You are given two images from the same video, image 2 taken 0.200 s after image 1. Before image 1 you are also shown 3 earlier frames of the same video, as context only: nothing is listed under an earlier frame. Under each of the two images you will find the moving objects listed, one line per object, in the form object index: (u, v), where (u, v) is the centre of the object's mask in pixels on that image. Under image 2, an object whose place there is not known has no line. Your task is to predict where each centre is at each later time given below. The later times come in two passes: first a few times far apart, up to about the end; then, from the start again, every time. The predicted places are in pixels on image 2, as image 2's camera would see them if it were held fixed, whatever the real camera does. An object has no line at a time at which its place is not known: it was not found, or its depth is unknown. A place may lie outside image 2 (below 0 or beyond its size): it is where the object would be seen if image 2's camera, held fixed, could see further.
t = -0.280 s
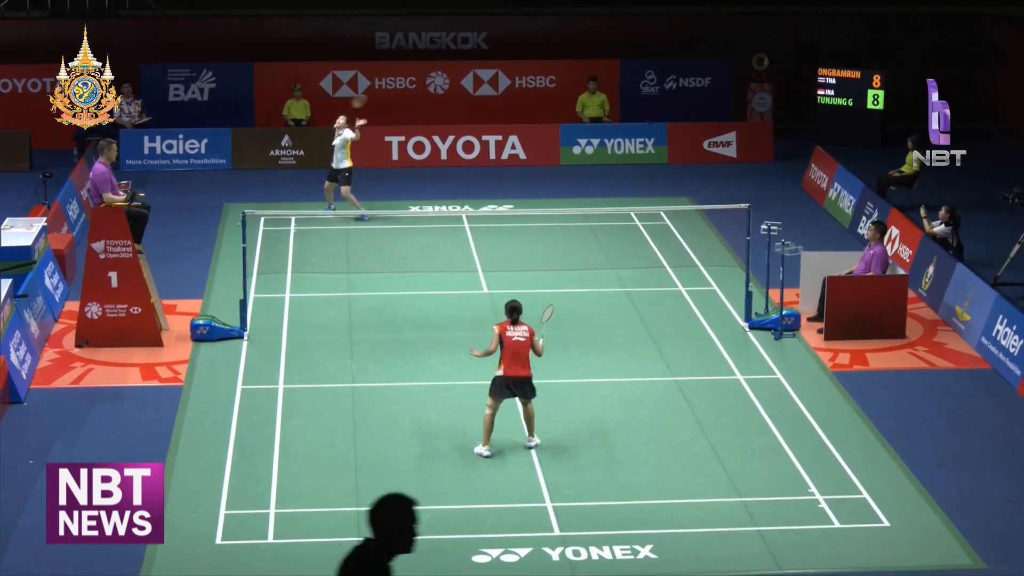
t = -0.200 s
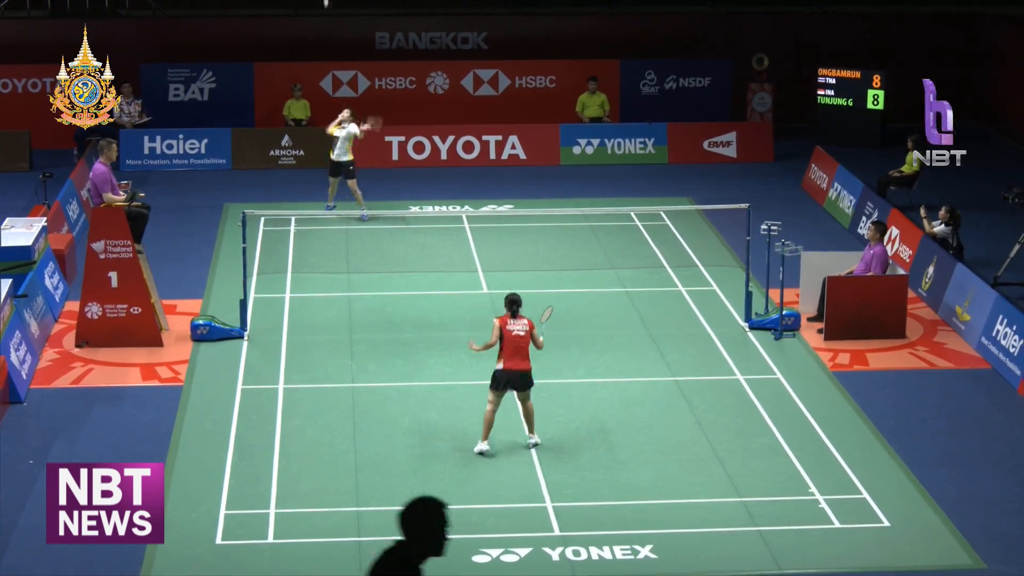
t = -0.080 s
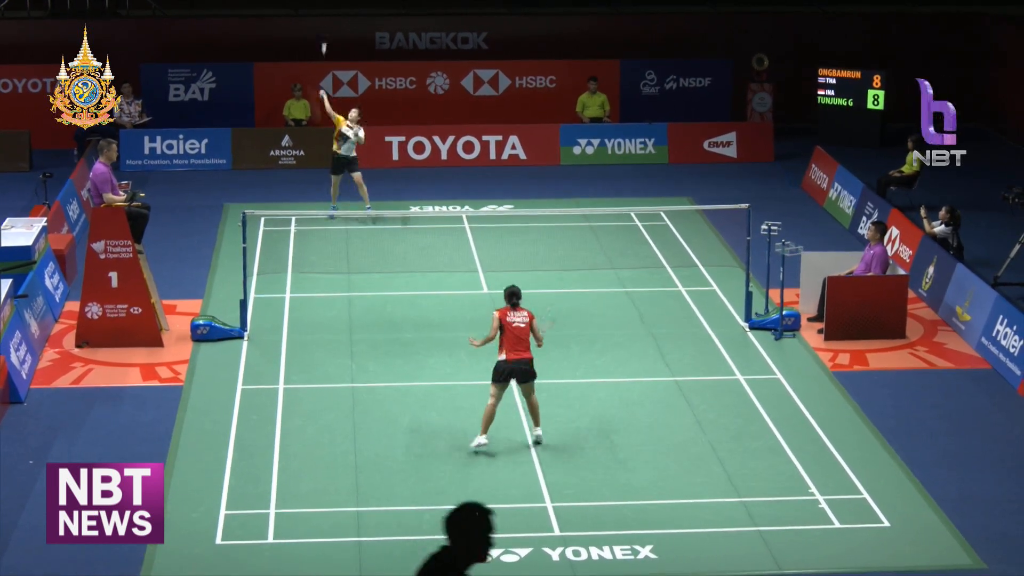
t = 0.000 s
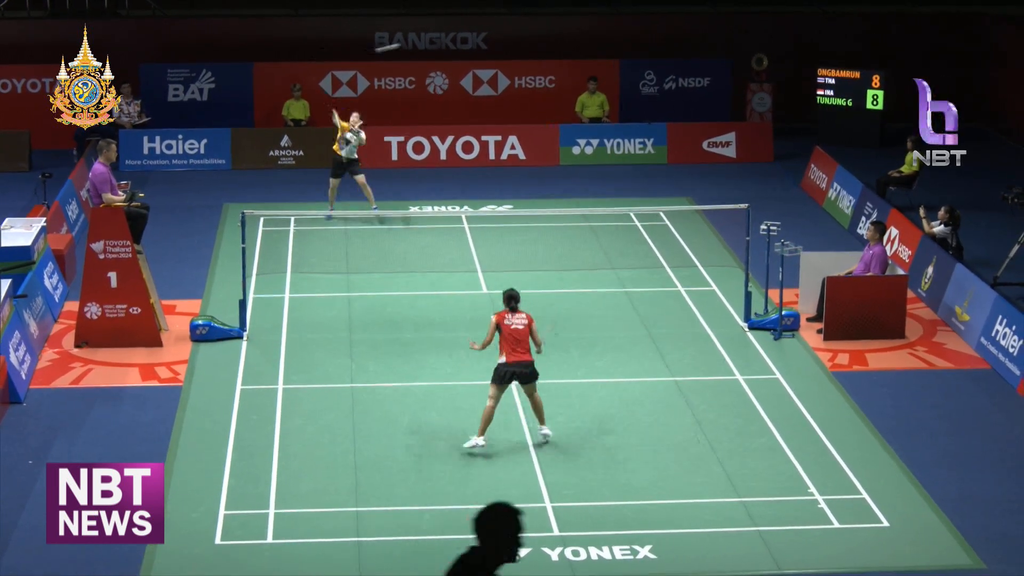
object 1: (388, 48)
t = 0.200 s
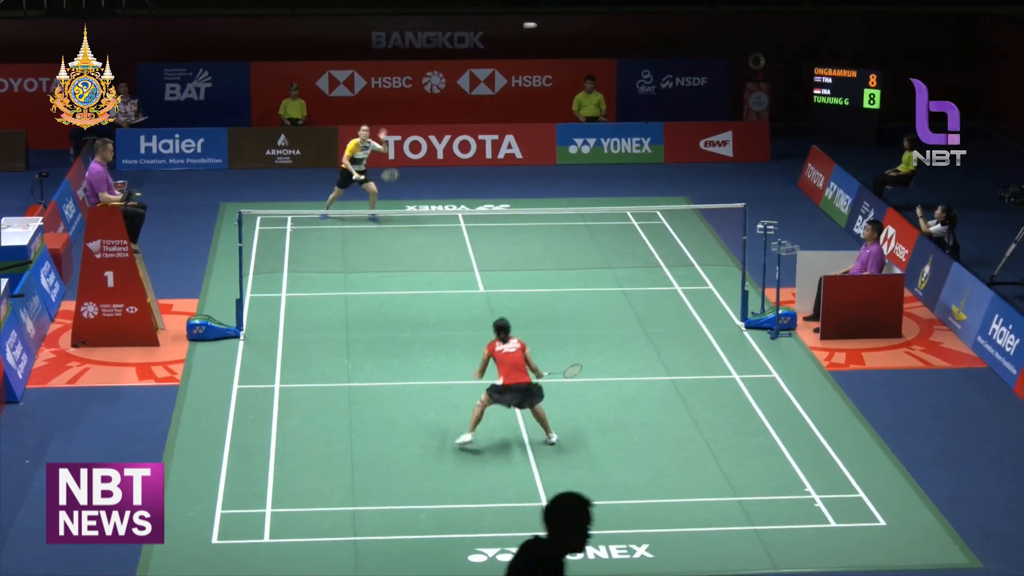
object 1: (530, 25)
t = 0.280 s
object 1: (567, 27)
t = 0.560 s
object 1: (662, 69)
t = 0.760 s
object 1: (709, 130)
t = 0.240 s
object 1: (549, 26)
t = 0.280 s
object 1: (567, 27)
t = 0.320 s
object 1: (584, 30)
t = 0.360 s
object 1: (599, 33)
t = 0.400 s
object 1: (613, 37)
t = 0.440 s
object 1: (627, 45)
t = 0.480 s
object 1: (640, 52)
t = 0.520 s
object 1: (651, 60)
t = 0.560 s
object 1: (662, 69)
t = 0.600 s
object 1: (672, 80)
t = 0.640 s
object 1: (682, 91)
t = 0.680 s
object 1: (692, 104)
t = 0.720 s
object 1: (700, 118)
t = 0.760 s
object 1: (709, 130)
